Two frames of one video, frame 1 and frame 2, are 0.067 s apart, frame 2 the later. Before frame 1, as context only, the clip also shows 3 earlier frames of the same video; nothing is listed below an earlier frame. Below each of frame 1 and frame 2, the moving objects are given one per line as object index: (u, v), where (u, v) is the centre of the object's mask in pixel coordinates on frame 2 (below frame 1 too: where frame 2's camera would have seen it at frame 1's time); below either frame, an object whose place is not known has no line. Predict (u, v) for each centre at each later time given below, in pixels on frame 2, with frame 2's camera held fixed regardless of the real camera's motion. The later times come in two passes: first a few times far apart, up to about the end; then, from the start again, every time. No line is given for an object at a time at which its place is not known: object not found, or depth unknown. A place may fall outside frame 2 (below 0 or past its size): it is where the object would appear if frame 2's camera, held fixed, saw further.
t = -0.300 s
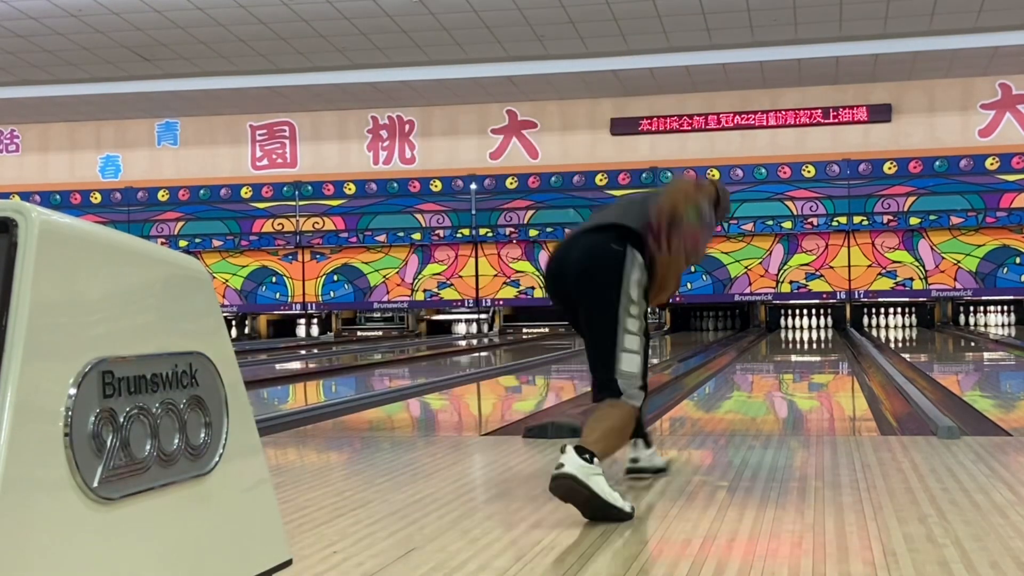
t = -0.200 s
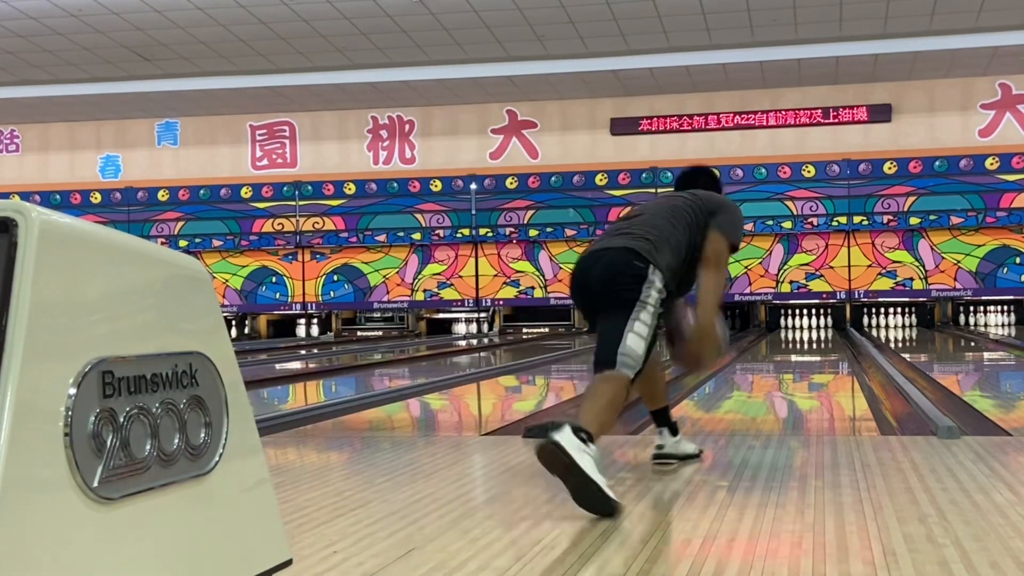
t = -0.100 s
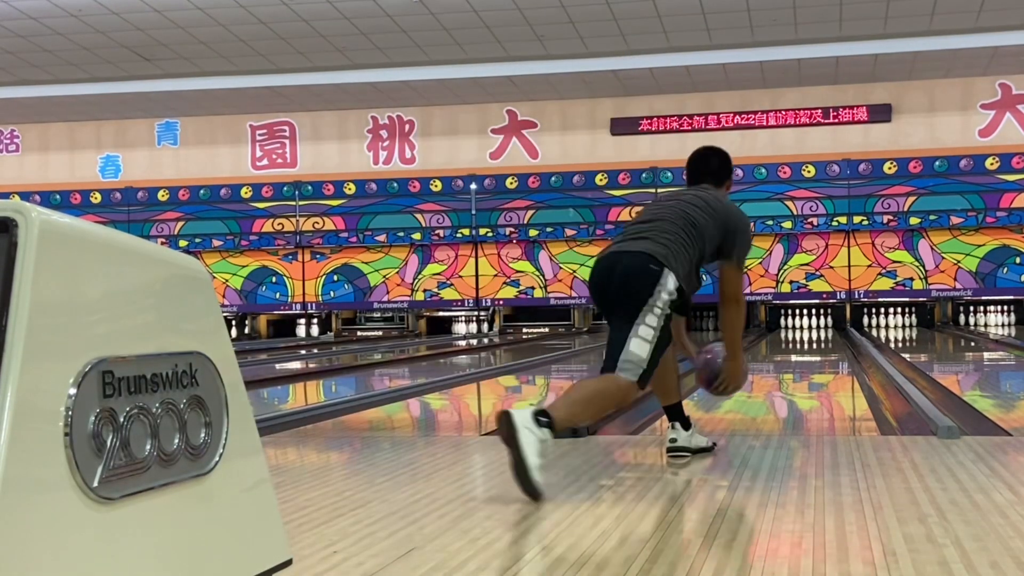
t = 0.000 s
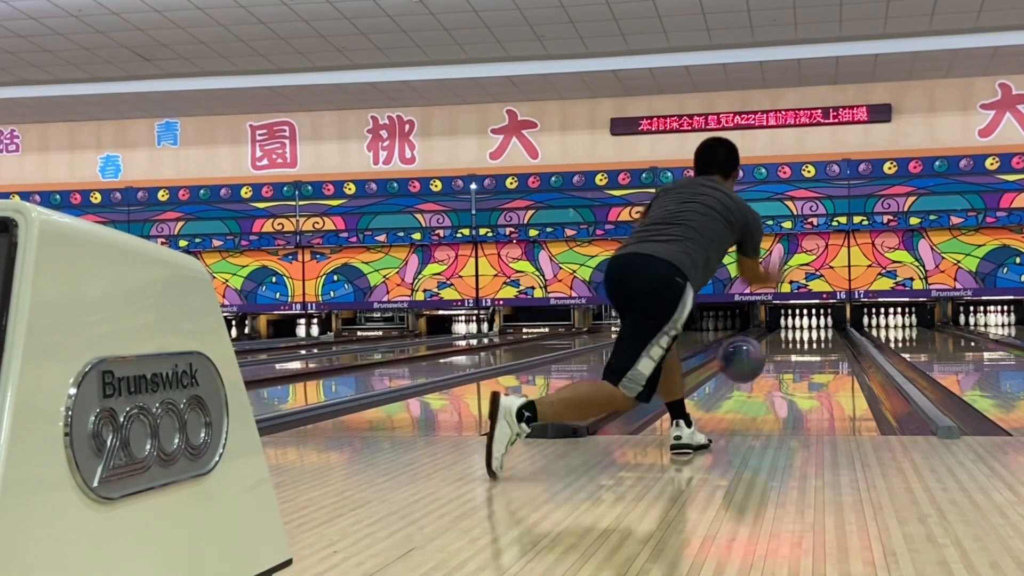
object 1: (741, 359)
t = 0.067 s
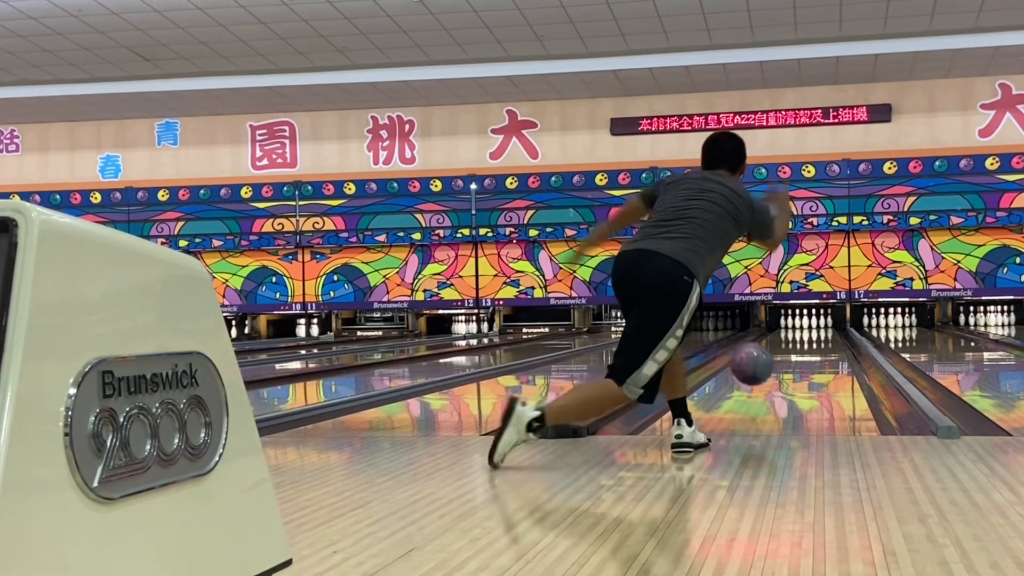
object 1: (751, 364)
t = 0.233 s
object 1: (772, 379)
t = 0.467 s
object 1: (791, 364)
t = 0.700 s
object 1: (804, 354)
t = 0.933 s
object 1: (811, 345)
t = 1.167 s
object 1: (819, 340)
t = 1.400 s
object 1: (821, 335)
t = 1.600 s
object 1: (824, 332)
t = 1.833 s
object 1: (824, 329)
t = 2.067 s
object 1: (821, 326)
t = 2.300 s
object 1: (816, 325)
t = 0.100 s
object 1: (757, 370)
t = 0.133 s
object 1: (762, 377)
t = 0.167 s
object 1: (766, 384)
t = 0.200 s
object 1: (769, 382)
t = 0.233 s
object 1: (772, 379)
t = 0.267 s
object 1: (776, 376)
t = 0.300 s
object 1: (779, 375)
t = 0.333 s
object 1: (781, 372)
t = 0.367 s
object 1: (784, 370)
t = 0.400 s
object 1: (787, 367)
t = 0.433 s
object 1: (789, 365)
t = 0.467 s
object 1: (791, 364)
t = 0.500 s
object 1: (795, 362)
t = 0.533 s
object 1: (796, 361)
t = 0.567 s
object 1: (797, 359)
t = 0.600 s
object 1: (799, 358)
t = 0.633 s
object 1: (801, 357)
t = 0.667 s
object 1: (802, 356)
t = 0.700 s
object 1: (804, 354)
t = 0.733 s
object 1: (805, 352)
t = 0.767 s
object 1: (806, 351)
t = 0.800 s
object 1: (807, 350)
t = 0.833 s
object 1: (809, 348)
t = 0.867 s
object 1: (810, 347)
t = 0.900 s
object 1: (810, 346)
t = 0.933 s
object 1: (811, 345)
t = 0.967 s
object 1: (812, 345)
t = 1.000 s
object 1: (813, 344)
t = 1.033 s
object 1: (814, 343)
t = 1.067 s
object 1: (815, 342)
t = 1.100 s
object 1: (816, 341)
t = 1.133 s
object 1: (817, 340)
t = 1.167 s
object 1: (819, 340)
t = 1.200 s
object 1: (818, 339)
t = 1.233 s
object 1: (818, 338)
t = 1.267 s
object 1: (819, 337)
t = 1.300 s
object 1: (819, 337)
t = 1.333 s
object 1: (819, 337)
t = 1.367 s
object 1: (820, 336)
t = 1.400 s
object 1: (821, 335)
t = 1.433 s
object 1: (822, 335)
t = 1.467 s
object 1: (822, 334)
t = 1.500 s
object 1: (823, 334)
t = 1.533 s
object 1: (823, 334)
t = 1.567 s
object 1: (823, 333)
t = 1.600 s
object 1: (824, 332)
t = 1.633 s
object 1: (824, 332)
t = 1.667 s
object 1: (824, 331)
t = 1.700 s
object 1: (824, 330)
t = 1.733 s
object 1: (824, 330)
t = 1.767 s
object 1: (824, 330)
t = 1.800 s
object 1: (824, 329)
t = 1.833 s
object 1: (824, 329)
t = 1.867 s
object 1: (824, 328)
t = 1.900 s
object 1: (824, 328)
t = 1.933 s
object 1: (823, 328)
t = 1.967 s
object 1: (823, 328)
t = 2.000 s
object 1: (822, 327)
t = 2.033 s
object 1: (822, 327)
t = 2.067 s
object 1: (821, 326)
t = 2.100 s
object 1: (821, 326)
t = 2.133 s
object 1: (820, 326)
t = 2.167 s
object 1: (819, 326)
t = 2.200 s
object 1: (818, 325)
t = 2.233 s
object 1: (817, 325)
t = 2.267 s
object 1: (816, 325)
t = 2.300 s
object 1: (816, 325)
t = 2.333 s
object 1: (815, 325)
